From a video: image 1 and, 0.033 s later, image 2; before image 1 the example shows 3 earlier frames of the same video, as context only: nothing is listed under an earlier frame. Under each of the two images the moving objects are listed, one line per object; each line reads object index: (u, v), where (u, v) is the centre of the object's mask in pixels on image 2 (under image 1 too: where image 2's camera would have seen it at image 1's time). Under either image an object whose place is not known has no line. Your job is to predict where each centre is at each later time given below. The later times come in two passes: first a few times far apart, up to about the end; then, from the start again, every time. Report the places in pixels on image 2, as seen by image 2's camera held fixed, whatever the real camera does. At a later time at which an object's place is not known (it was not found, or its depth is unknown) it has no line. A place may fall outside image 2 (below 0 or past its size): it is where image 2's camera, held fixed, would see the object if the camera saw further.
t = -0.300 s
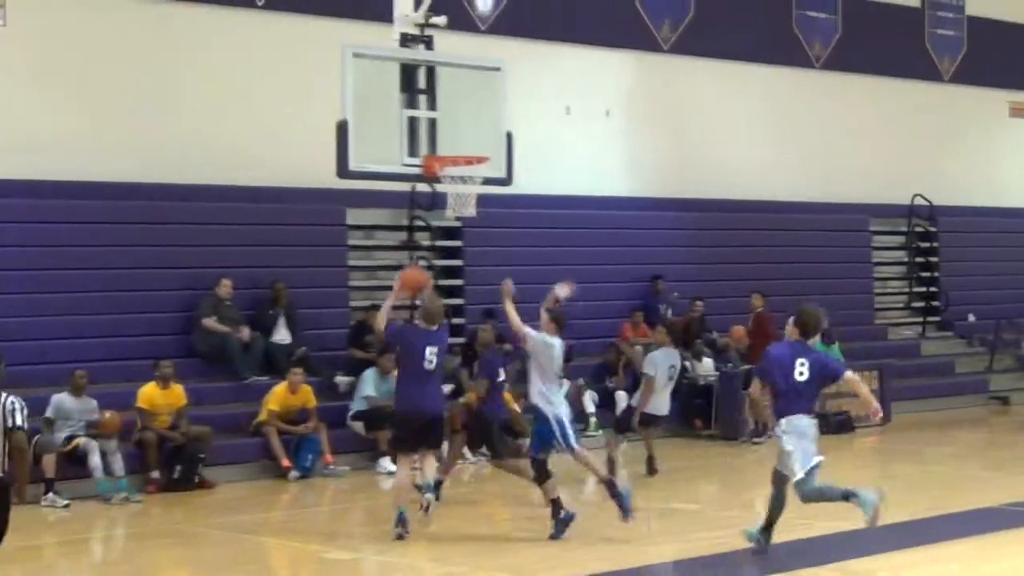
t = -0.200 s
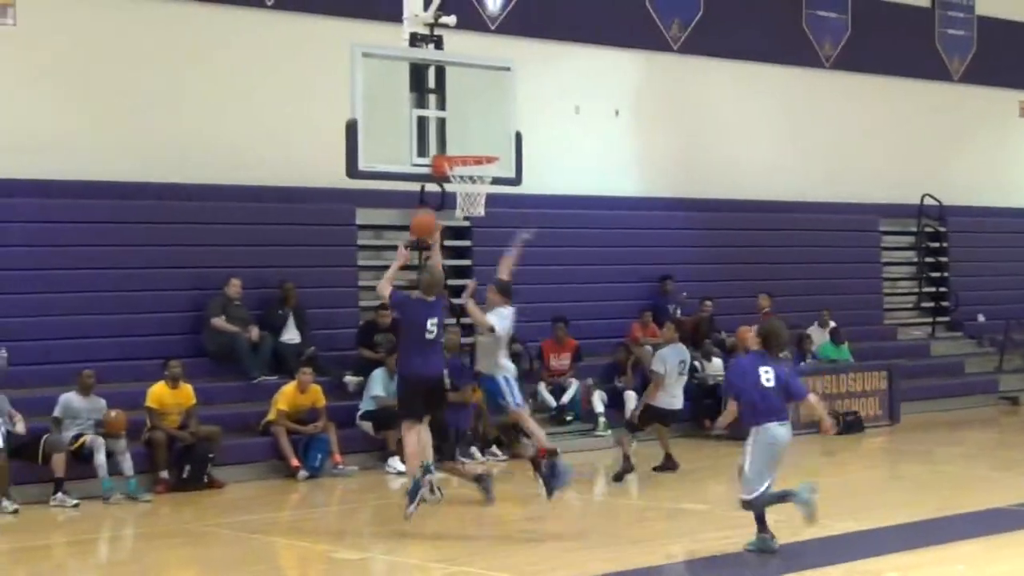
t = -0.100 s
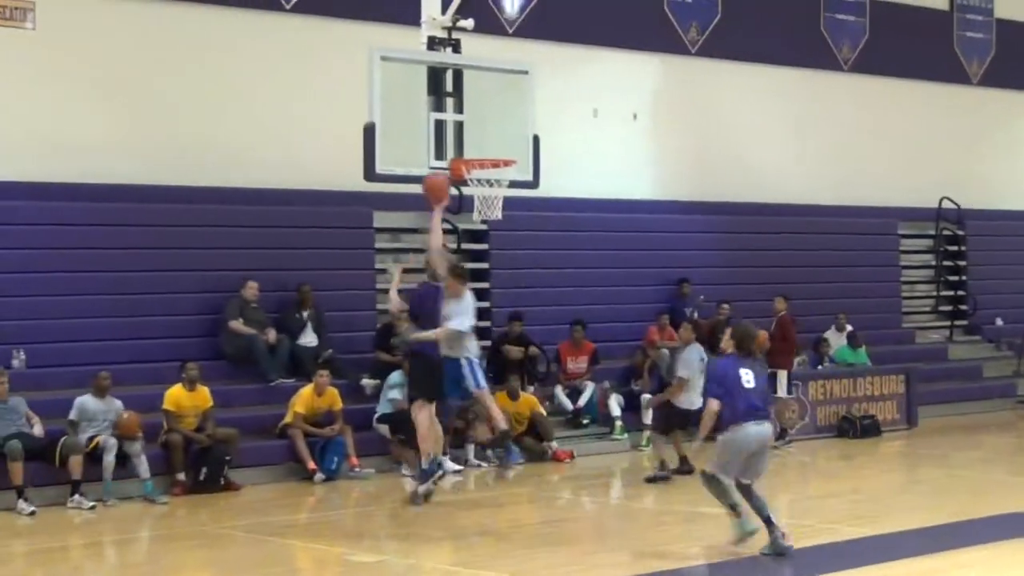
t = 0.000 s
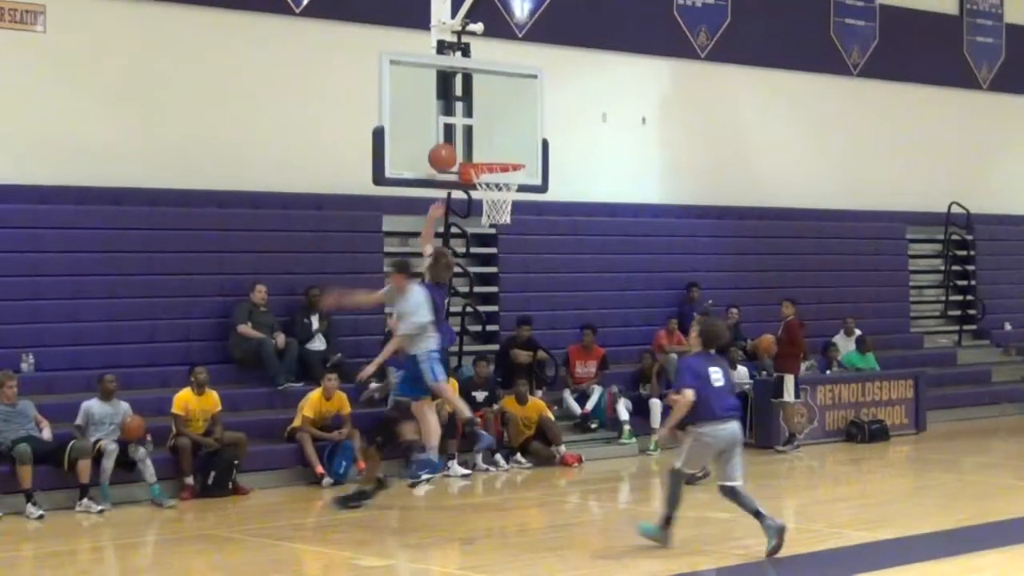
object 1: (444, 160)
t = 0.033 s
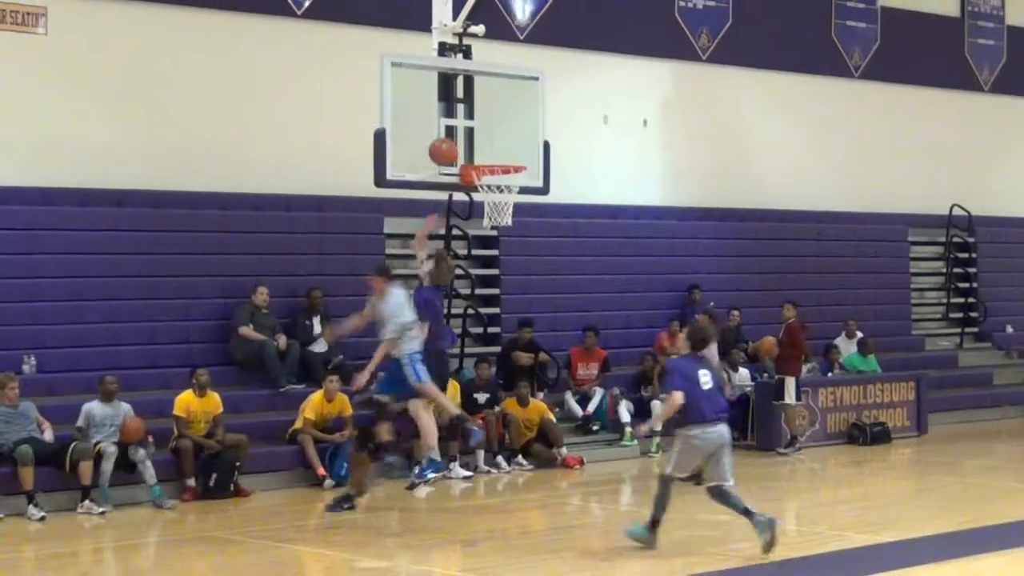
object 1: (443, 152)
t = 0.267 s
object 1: (468, 127)
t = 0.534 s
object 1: (497, 147)
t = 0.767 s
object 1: (503, 150)
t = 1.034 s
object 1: (496, 157)
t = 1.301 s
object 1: (520, 193)
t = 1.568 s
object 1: (503, 255)
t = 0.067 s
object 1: (445, 144)
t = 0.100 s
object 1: (449, 138)
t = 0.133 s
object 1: (453, 133)
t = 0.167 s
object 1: (456, 130)
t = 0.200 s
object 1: (460, 128)
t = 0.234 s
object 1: (464, 127)
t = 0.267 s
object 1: (468, 127)
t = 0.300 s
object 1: (472, 129)
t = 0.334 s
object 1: (476, 132)
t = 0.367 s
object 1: (480, 137)
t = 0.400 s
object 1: (483, 142)
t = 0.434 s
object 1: (488, 149)
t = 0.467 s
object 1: (491, 149)
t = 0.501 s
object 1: (494, 147)
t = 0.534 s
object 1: (497, 147)
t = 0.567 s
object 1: (500, 147)
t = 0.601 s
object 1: (504, 150)
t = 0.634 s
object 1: (506, 152)
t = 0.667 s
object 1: (509, 155)
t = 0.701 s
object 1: (510, 155)
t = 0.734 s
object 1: (507, 152)
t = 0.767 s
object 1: (503, 150)
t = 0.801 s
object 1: (500, 149)
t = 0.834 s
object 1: (497, 149)
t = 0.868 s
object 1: (494, 150)
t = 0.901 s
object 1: (490, 152)
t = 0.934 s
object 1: (487, 154)
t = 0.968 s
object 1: (487, 156)
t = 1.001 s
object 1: (491, 156)
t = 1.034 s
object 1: (496, 157)
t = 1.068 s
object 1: (500, 166)
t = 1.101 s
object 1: (505, 171)
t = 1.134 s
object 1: (510, 176)
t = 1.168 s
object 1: (515, 182)
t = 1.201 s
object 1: (517, 182)
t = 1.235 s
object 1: (518, 192)
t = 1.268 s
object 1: (518, 195)
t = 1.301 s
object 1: (520, 193)
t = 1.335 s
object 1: (517, 195)
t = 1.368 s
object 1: (517, 199)
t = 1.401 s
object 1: (517, 219)
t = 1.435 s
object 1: (513, 223)
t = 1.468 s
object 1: (509, 227)
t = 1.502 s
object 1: (506, 235)
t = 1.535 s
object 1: (505, 242)
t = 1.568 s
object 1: (503, 255)
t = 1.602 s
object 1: (501, 269)
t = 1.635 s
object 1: (499, 282)
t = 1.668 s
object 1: (505, 295)
